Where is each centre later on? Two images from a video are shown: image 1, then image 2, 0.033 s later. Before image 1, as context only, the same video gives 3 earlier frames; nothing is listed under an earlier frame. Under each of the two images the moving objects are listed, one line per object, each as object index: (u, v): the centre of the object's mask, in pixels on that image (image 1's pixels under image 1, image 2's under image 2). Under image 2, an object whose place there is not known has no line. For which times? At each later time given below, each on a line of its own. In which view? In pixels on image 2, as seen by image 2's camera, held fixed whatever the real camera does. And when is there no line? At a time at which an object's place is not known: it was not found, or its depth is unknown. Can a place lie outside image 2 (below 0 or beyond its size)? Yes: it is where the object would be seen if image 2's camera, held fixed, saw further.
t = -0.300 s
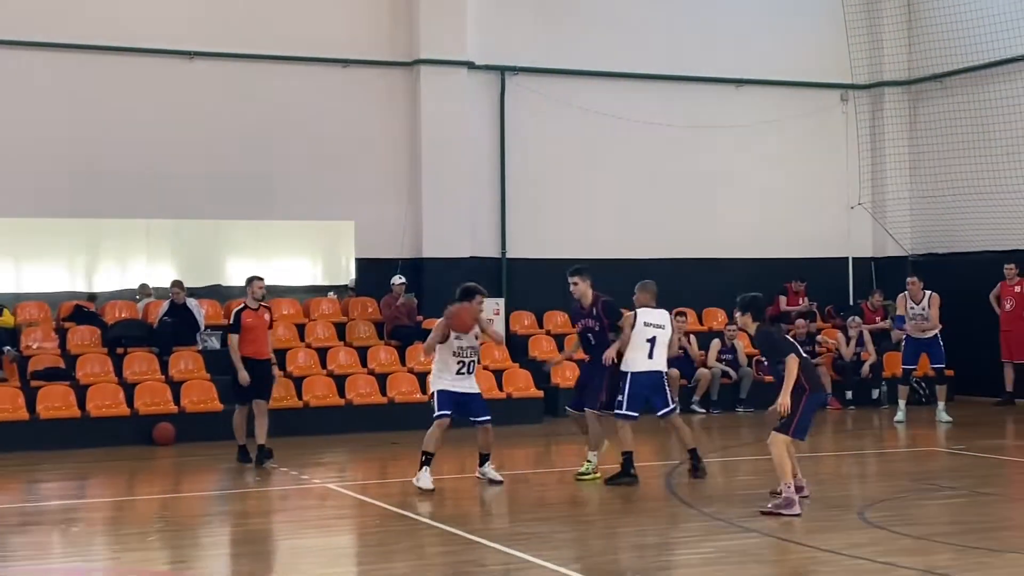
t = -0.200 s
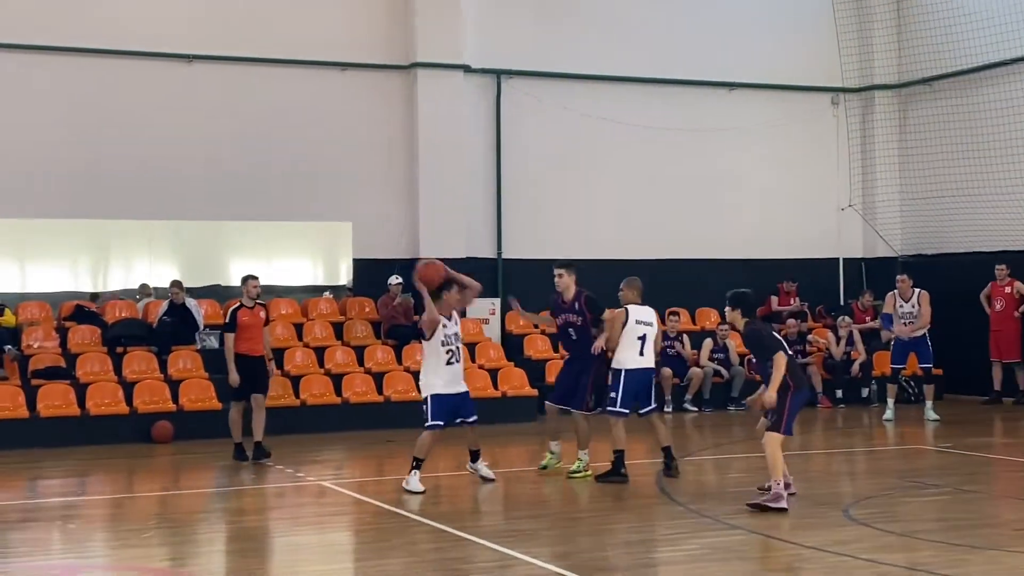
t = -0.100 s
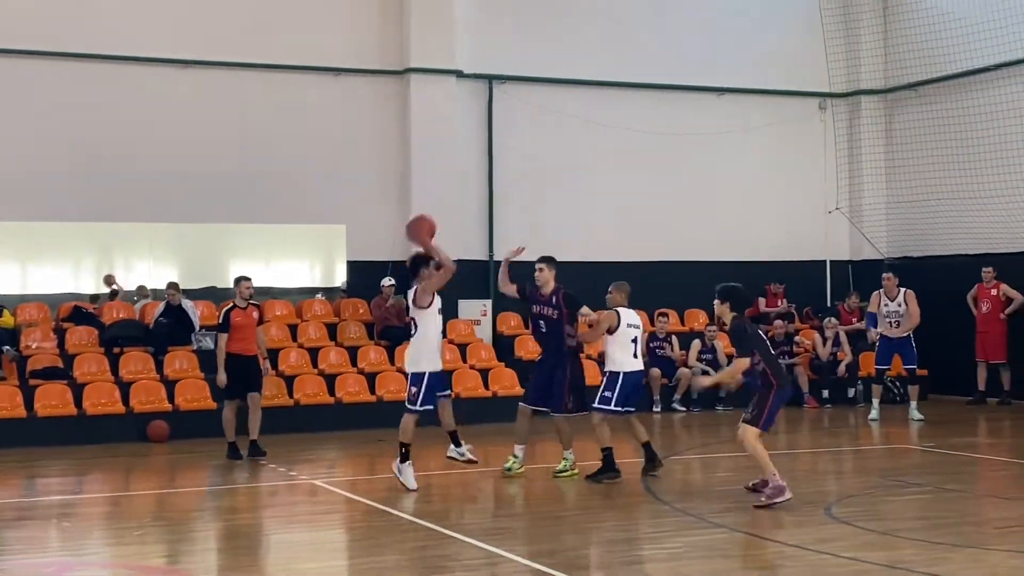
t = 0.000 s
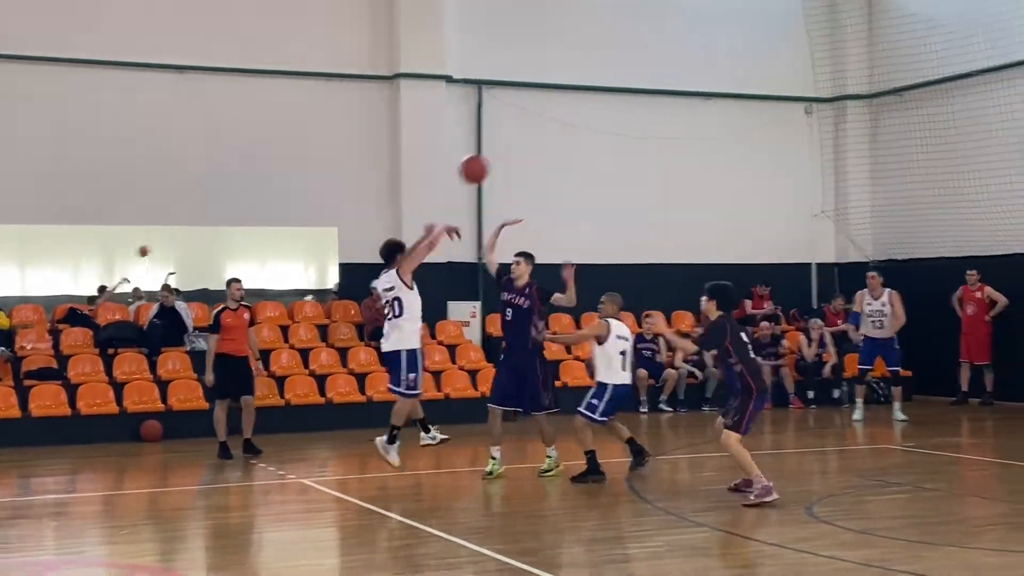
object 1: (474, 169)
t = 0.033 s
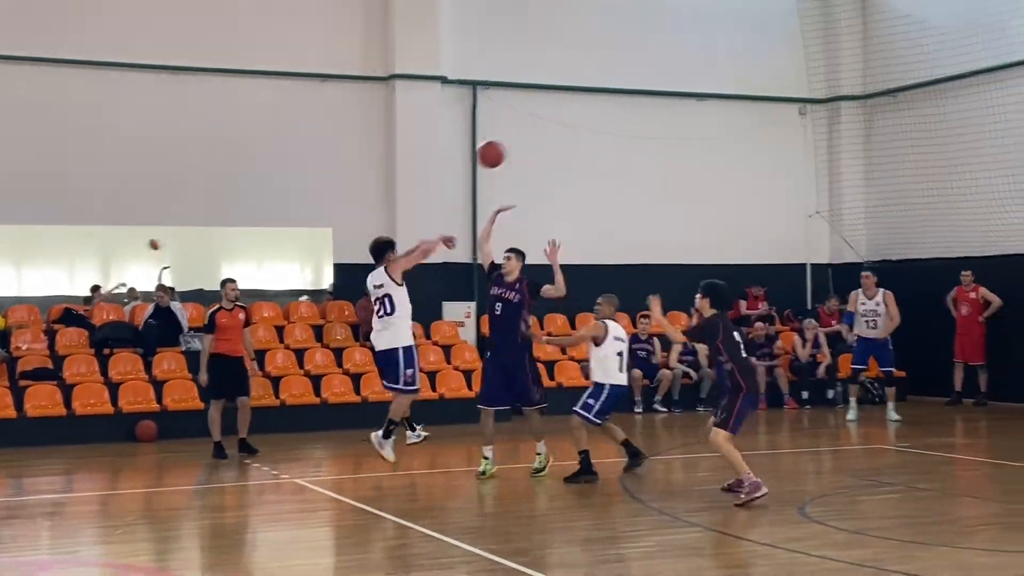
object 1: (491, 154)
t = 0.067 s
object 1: (515, 140)
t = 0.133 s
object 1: (559, 116)
